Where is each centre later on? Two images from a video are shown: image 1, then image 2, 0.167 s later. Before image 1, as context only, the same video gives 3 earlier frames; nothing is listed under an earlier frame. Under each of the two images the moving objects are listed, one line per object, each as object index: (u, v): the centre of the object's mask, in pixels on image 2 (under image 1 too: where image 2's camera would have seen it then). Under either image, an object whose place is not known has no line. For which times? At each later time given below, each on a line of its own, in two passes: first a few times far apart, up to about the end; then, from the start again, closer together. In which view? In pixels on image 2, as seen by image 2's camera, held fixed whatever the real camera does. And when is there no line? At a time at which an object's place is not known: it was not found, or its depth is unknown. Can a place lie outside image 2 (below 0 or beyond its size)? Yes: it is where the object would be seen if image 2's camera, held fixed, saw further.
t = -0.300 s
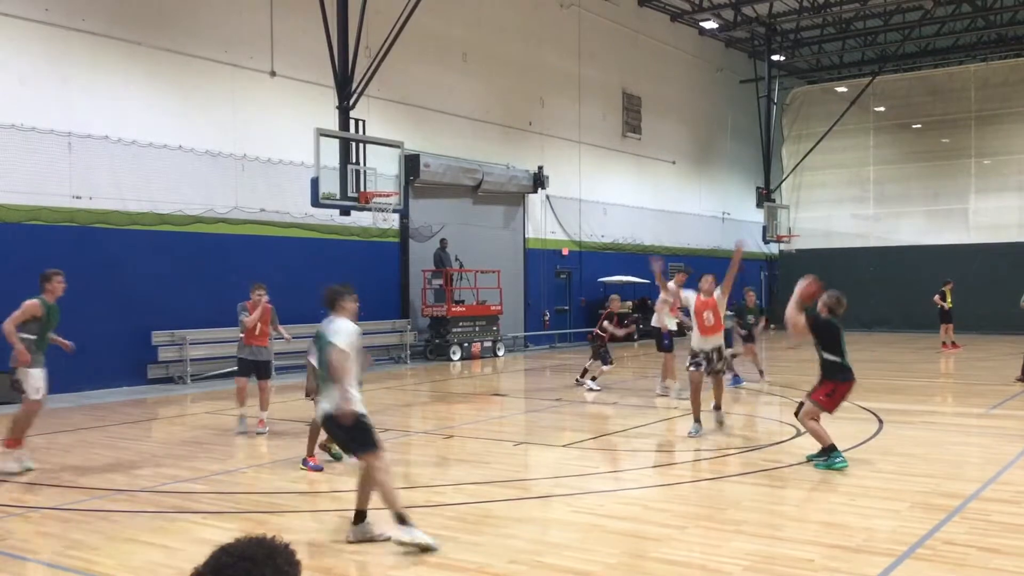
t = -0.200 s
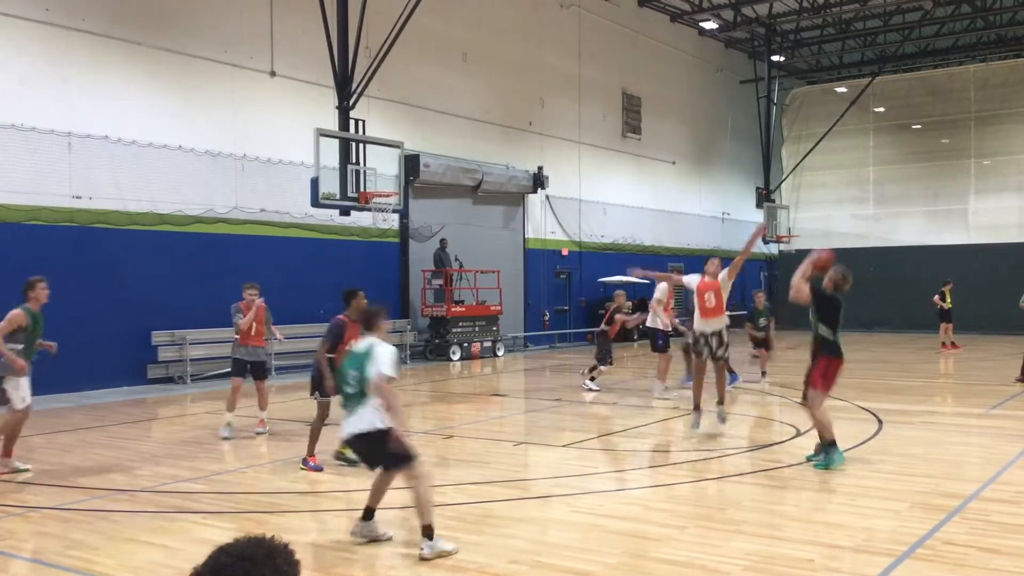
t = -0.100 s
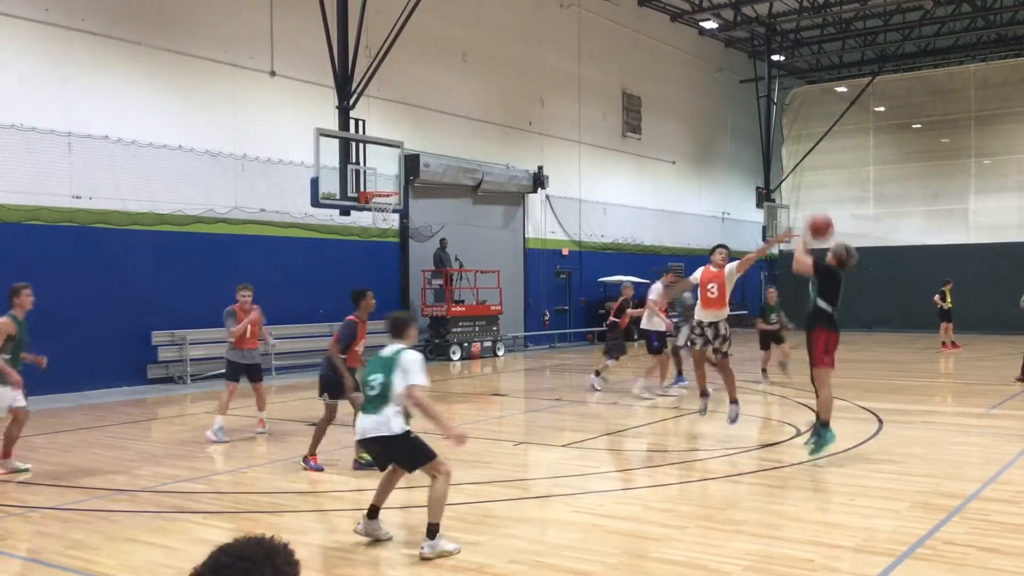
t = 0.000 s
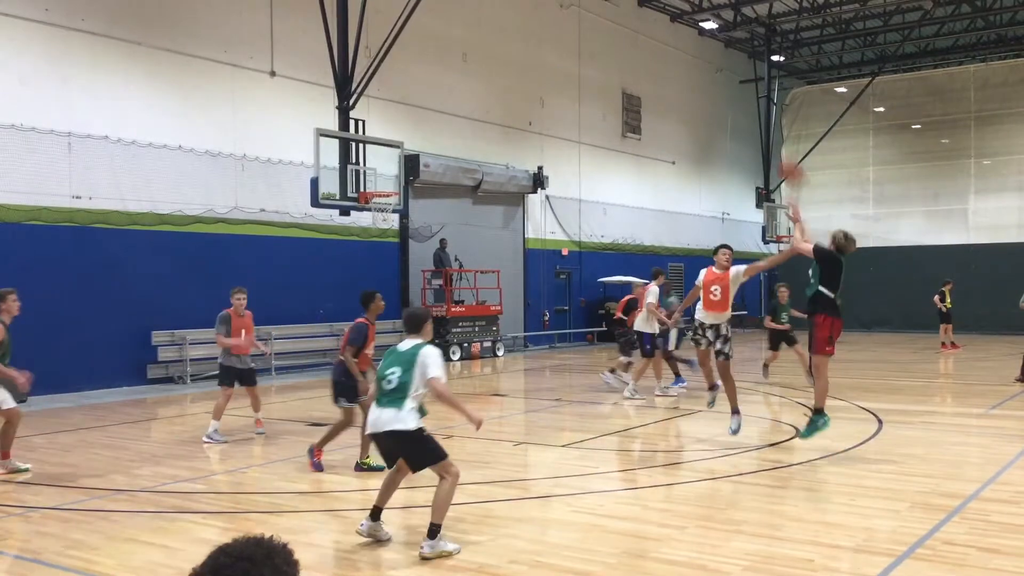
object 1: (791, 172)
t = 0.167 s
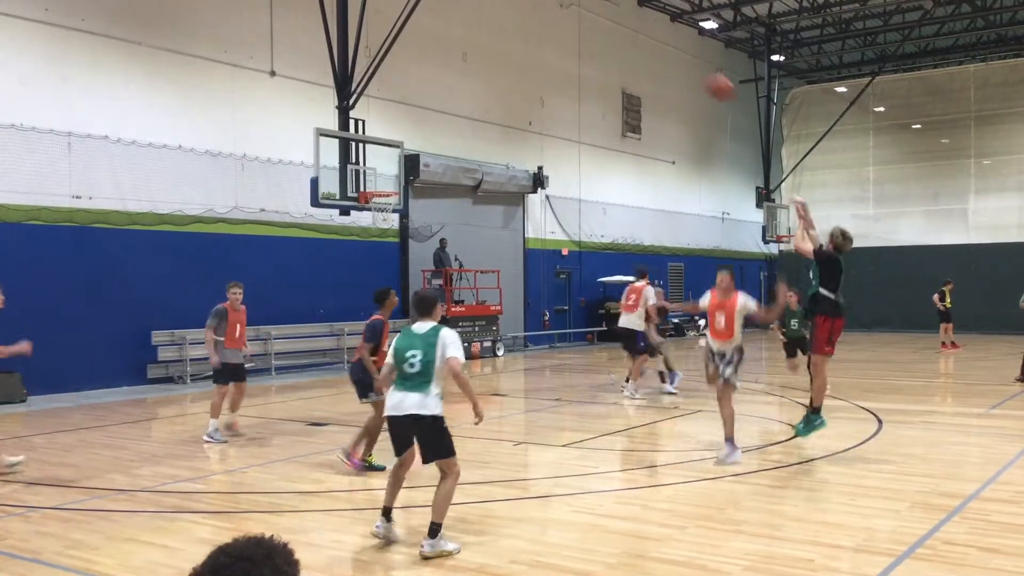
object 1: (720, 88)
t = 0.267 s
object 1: (683, 55)
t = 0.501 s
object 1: (604, 14)
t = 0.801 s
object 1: (517, 34)
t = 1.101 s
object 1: (444, 114)
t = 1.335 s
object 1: (395, 211)
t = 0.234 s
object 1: (695, 65)
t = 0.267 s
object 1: (683, 55)
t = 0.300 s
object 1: (671, 47)
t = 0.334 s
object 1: (660, 38)
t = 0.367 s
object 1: (647, 32)
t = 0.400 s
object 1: (636, 27)
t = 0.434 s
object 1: (625, 22)
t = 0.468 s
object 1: (614, 18)
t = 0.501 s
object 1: (604, 14)
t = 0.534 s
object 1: (593, 14)
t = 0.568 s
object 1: (583, 14)
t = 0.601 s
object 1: (571, 14)
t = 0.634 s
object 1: (562, 16)
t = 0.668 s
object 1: (552, 18)
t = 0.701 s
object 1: (544, 20)
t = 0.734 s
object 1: (535, 24)
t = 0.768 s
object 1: (526, 28)
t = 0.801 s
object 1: (517, 34)
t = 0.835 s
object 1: (507, 40)
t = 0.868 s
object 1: (499, 47)
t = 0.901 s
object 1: (491, 54)
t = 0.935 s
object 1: (483, 62)
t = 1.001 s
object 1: (468, 80)
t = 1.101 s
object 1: (444, 114)
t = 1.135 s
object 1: (436, 126)
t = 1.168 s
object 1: (429, 138)
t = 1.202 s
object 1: (423, 150)
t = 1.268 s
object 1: (410, 177)
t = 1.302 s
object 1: (402, 195)
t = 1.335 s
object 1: (395, 211)
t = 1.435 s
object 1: (377, 258)
